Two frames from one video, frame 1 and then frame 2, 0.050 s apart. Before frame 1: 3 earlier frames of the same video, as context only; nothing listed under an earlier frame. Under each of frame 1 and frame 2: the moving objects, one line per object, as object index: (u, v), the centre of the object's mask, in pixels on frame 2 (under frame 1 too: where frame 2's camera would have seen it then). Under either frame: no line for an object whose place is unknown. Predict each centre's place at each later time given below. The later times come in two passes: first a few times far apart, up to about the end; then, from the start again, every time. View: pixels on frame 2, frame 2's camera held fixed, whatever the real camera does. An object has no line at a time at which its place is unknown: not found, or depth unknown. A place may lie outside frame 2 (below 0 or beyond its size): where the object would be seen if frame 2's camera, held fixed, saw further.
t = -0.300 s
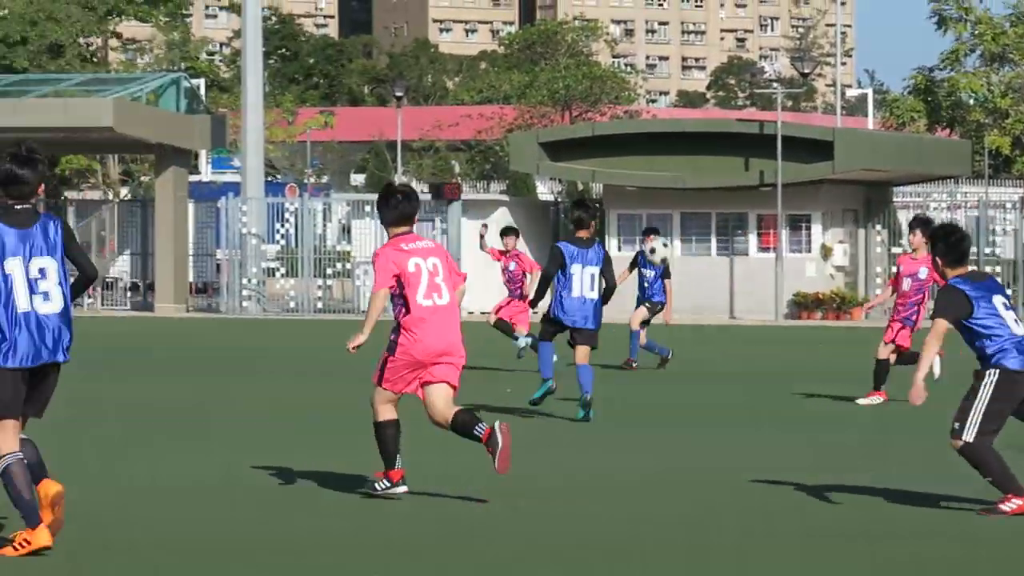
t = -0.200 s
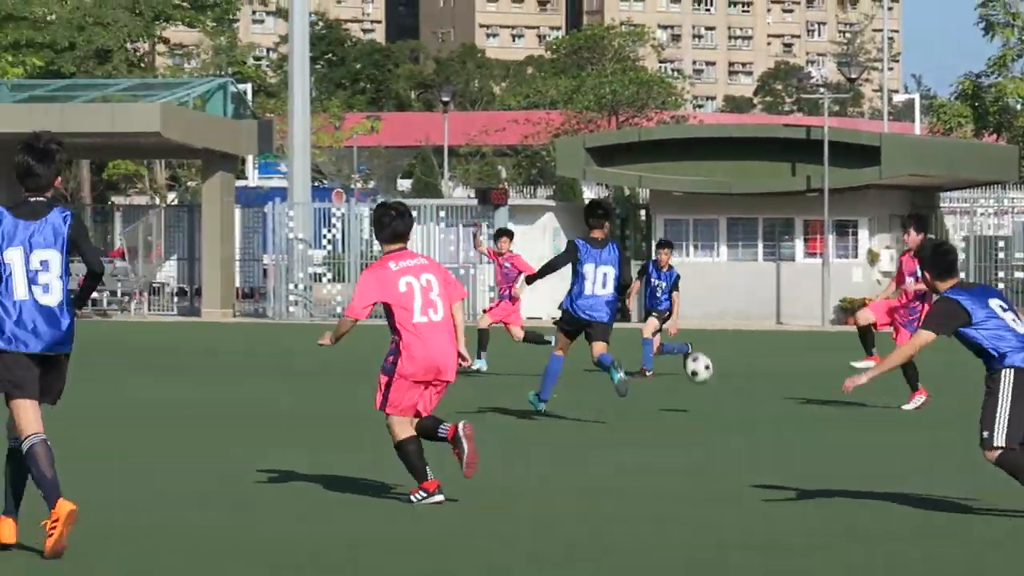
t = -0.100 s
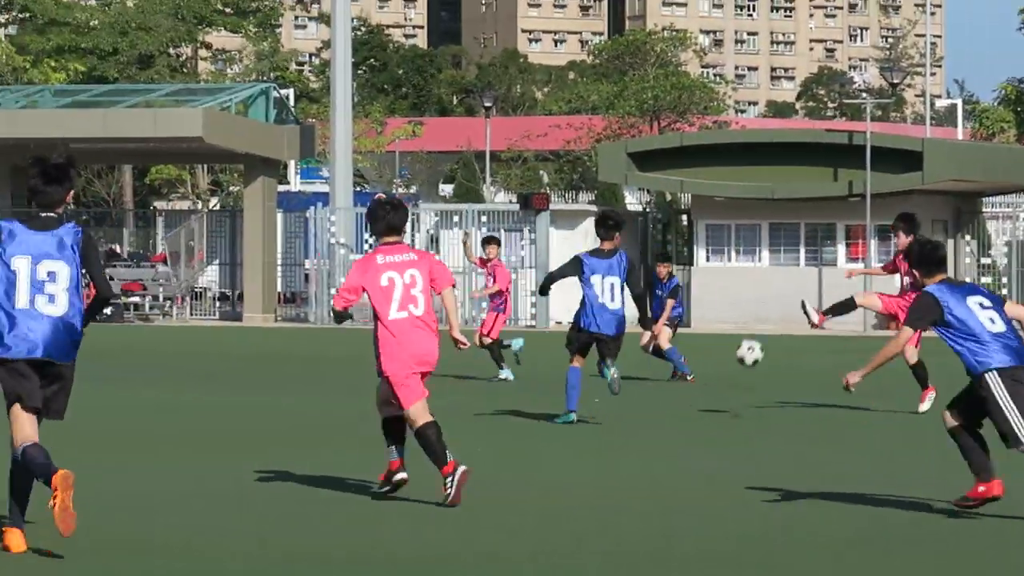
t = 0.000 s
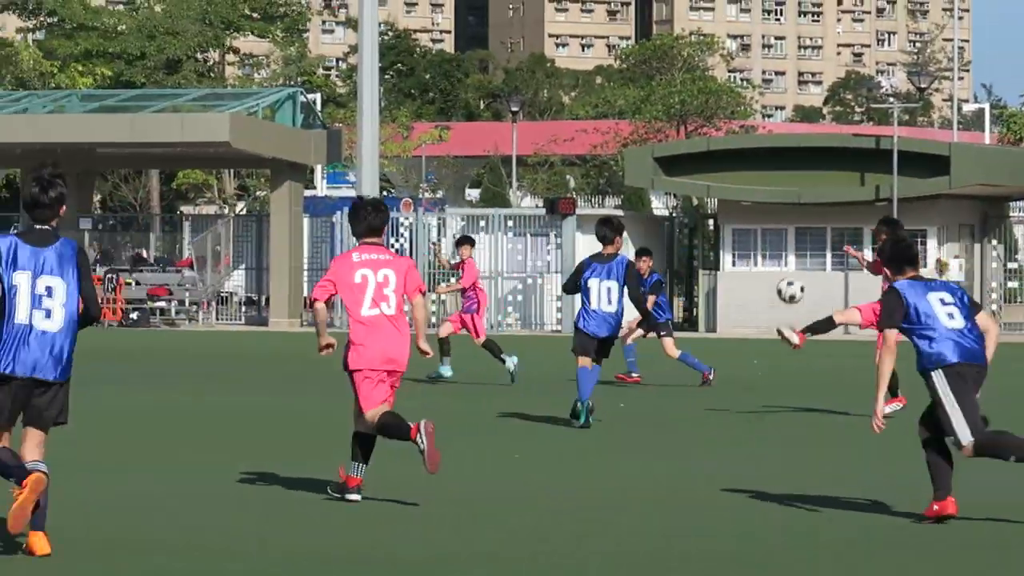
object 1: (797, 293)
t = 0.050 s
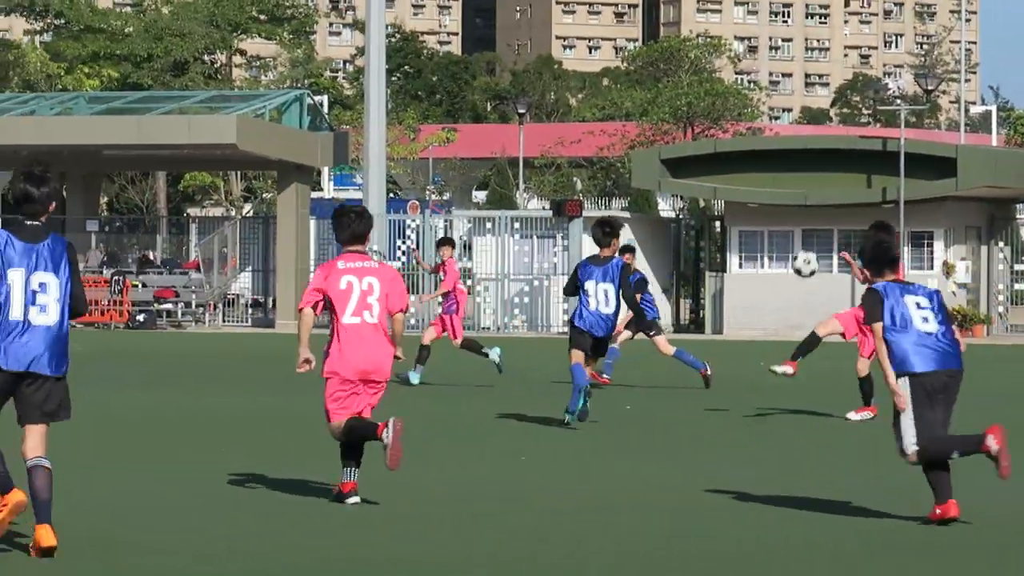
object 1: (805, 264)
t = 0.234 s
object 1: (834, 190)
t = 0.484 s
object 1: (871, 160)
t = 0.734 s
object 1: (906, 207)
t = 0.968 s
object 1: (935, 317)
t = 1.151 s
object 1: (957, 372)
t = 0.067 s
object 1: (808, 255)
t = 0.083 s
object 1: (811, 247)
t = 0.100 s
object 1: (813, 238)
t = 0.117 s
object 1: (816, 230)
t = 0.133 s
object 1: (818, 222)
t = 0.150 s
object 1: (821, 216)
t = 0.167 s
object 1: (824, 211)
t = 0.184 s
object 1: (826, 205)
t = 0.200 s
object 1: (829, 199)
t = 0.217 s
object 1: (831, 194)
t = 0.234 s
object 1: (834, 190)
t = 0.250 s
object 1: (836, 185)
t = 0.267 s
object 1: (839, 181)
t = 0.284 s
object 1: (841, 177)
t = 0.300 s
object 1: (844, 174)
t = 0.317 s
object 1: (846, 170)
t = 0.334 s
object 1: (849, 168)
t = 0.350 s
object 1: (852, 165)
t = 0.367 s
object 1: (855, 164)
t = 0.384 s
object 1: (856, 162)
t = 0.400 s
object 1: (859, 161)
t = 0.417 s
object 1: (862, 160)
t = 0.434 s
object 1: (864, 159)
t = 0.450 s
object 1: (866, 159)
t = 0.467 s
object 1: (869, 159)
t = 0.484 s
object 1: (871, 160)
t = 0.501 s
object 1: (874, 160)
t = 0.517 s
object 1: (876, 162)
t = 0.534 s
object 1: (878, 163)
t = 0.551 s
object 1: (880, 165)
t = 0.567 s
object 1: (883, 167)
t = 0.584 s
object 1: (885, 170)
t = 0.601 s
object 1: (887, 173)
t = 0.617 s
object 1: (890, 175)
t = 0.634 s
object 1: (892, 179)
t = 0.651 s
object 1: (894, 184)
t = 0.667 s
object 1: (897, 187)
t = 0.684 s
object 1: (899, 191)
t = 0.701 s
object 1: (901, 197)
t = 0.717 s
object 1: (904, 202)
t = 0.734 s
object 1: (906, 207)
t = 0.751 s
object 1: (908, 213)
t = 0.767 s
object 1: (910, 218)
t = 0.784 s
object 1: (912, 225)
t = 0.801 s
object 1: (915, 232)
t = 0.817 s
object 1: (916, 239)
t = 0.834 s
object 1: (918, 246)
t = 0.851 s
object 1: (921, 254)
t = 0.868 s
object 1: (922, 263)
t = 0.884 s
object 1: (925, 271)
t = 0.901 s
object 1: (926, 280)
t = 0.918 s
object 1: (928, 290)
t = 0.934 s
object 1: (930, 297)
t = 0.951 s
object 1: (934, 306)
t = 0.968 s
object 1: (935, 317)
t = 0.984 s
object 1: (937, 327)
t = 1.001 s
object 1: (939, 338)
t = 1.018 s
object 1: (941, 349)
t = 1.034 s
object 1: (942, 360)
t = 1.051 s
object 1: (944, 371)
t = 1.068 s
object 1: (946, 383)
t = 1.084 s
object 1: (948, 395)
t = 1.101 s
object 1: (950, 397)
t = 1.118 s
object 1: (953, 389)
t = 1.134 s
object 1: (955, 381)
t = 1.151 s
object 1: (957, 372)
